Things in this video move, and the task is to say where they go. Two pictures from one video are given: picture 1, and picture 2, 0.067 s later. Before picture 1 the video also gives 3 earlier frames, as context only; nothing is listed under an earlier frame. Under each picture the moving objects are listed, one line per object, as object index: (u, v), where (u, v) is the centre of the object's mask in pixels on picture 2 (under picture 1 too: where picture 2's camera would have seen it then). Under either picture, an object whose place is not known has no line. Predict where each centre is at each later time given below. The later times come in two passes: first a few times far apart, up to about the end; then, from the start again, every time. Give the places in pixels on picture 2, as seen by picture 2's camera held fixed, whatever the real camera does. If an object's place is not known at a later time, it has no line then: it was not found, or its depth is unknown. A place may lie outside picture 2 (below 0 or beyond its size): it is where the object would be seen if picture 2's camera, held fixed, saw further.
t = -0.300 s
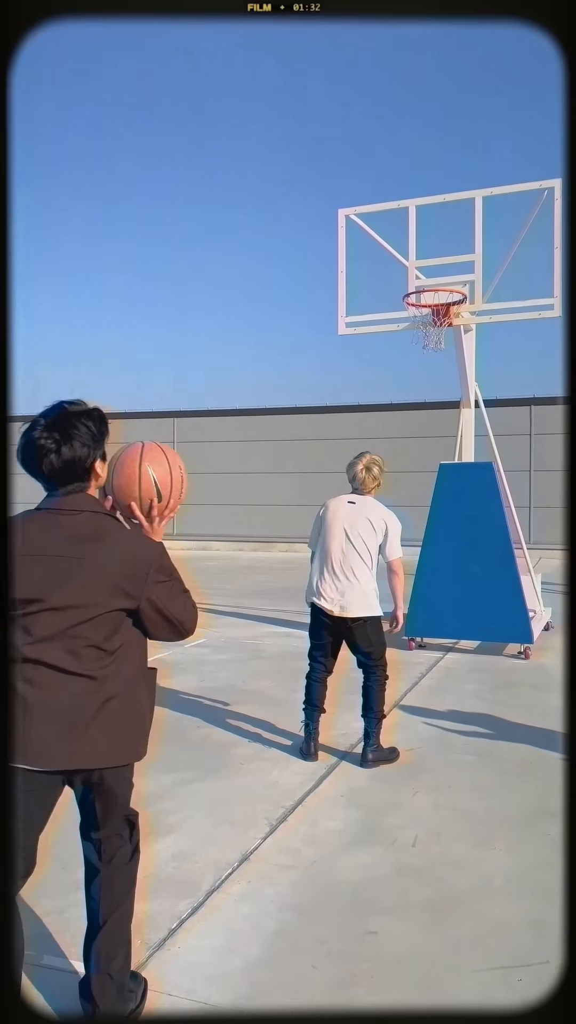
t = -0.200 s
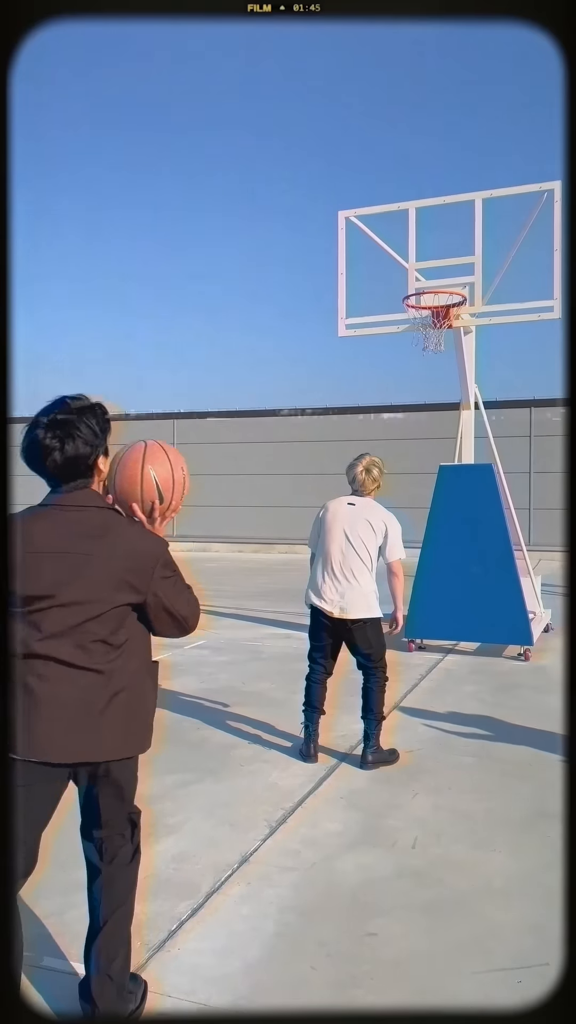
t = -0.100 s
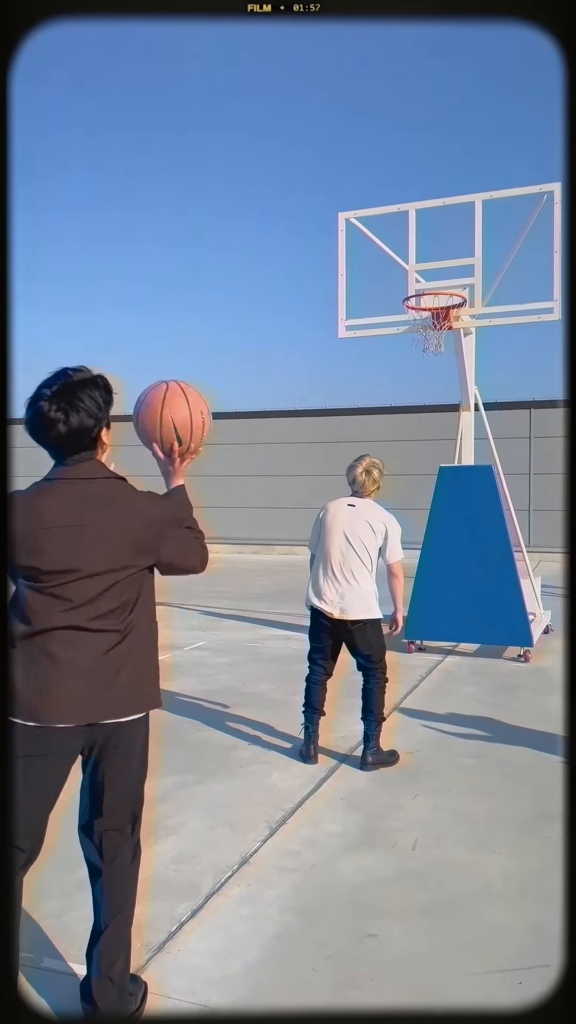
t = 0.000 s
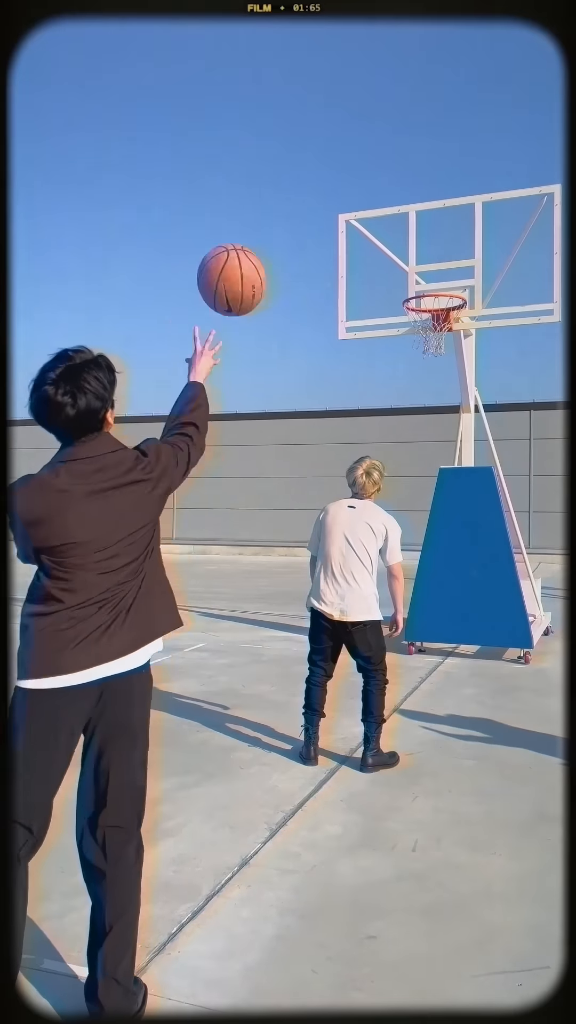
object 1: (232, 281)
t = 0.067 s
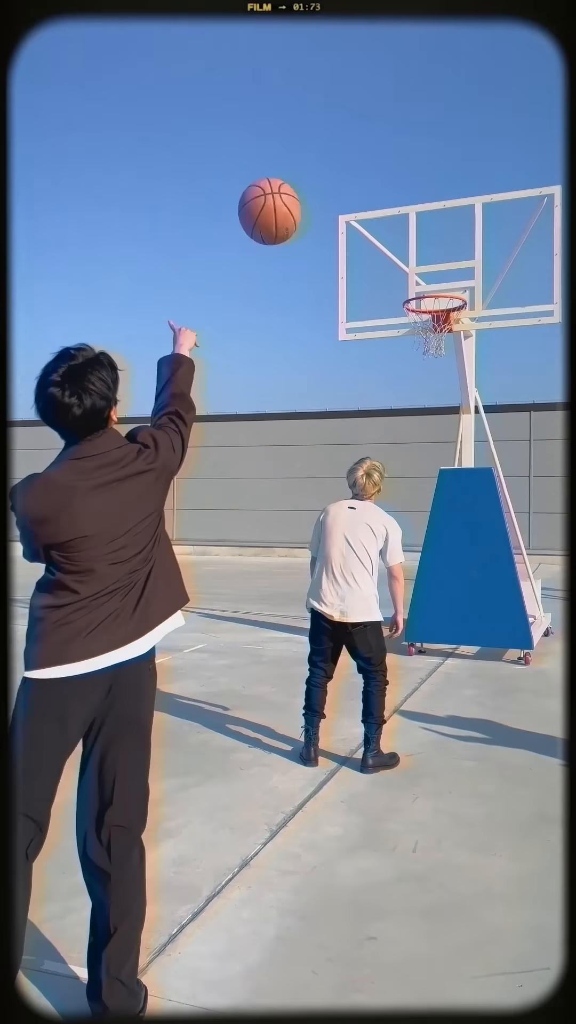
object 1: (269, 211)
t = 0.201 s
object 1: (327, 134)
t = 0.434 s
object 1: (394, 117)
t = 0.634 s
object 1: (432, 170)
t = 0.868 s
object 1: (461, 274)
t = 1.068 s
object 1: (416, 277)
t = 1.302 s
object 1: (336, 295)
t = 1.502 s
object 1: (264, 379)
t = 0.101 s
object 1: (286, 185)
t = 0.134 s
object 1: (301, 164)
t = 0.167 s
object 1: (315, 147)
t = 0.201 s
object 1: (327, 134)
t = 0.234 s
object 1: (339, 124)
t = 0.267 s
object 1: (350, 117)
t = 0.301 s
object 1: (360, 113)
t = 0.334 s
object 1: (370, 111)
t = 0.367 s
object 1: (379, 111)
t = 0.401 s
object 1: (387, 113)
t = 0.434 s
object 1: (394, 117)
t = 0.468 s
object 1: (402, 122)
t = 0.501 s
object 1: (408, 129)
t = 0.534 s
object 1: (415, 138)
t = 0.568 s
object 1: (421, 147)
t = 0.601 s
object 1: (427, 158)
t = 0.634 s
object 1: (432, 170)
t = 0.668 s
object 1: (437, 182)
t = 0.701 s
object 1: (442, 196)
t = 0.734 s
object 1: (446, 210)
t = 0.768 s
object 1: (451, 226)
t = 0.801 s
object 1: (455, 241)
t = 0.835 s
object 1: (458, 258)
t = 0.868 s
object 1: (461, 274)
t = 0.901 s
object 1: (458, 279)
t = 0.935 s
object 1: (456, 284)
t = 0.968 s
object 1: (449, 286)
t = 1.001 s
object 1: (438, 283)
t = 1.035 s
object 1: (426, 281)
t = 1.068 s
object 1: (416, 277)
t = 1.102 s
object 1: (405, 276)
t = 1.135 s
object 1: (394, 275)
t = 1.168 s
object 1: (382, 275)
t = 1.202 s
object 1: (371, 278)
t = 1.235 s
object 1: (360, 282)
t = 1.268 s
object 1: (348, 288)
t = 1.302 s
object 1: (336, 295)
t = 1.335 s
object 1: (324, 305)
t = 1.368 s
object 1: (312, 316)
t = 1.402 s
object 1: (300, 329)
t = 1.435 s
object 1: (288, 343)
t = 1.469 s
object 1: (276, 360)
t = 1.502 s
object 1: (264, 379)
